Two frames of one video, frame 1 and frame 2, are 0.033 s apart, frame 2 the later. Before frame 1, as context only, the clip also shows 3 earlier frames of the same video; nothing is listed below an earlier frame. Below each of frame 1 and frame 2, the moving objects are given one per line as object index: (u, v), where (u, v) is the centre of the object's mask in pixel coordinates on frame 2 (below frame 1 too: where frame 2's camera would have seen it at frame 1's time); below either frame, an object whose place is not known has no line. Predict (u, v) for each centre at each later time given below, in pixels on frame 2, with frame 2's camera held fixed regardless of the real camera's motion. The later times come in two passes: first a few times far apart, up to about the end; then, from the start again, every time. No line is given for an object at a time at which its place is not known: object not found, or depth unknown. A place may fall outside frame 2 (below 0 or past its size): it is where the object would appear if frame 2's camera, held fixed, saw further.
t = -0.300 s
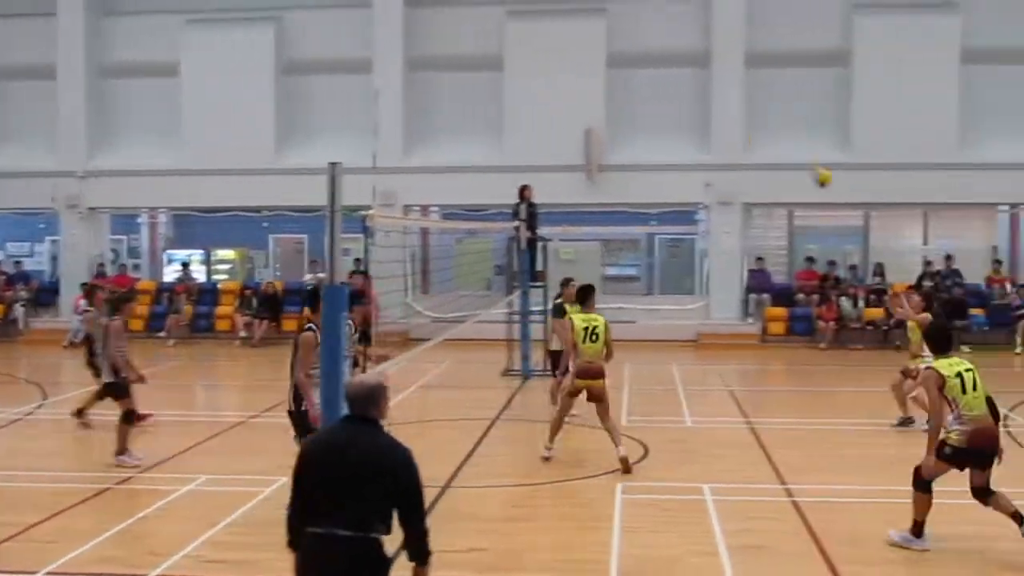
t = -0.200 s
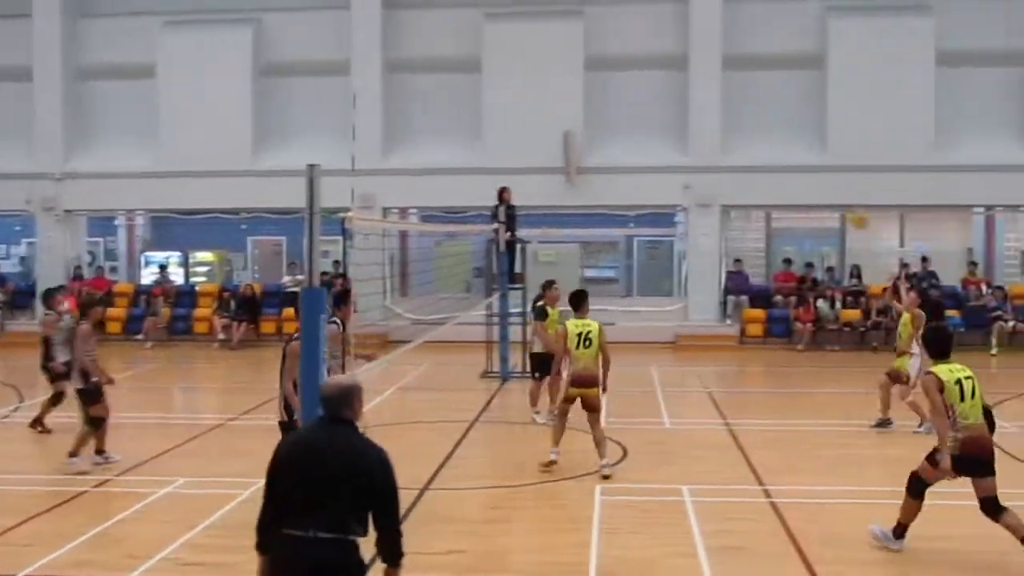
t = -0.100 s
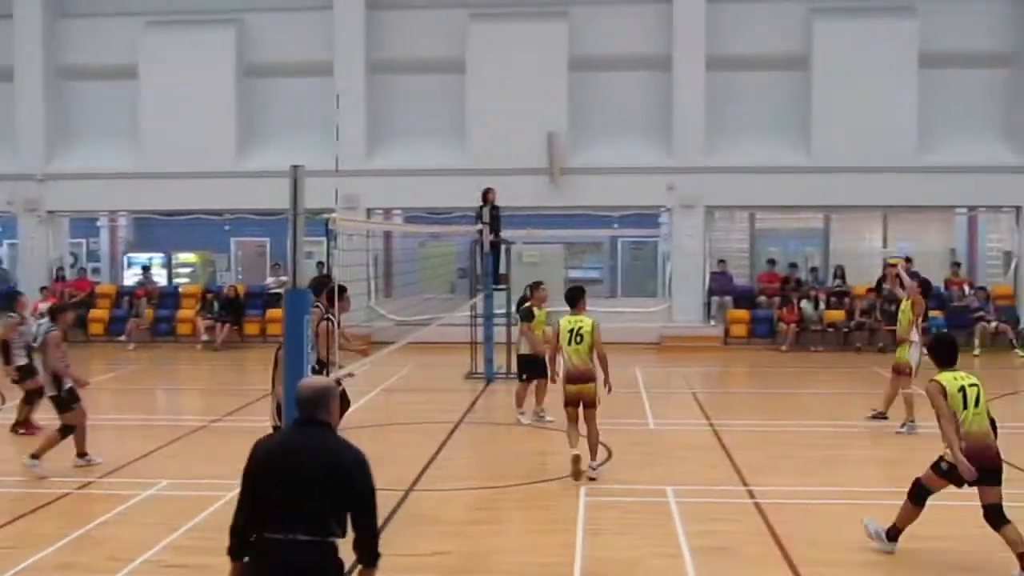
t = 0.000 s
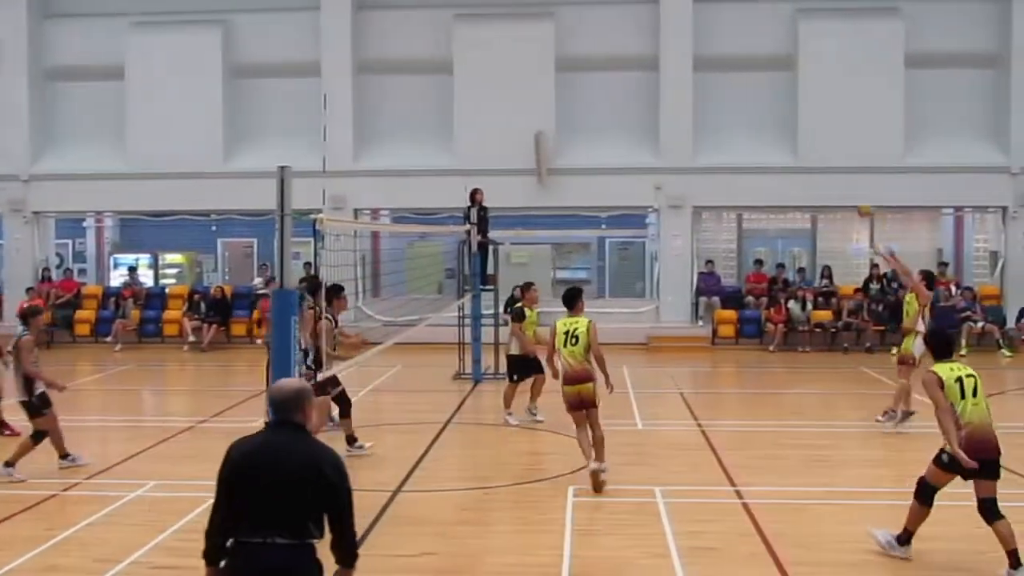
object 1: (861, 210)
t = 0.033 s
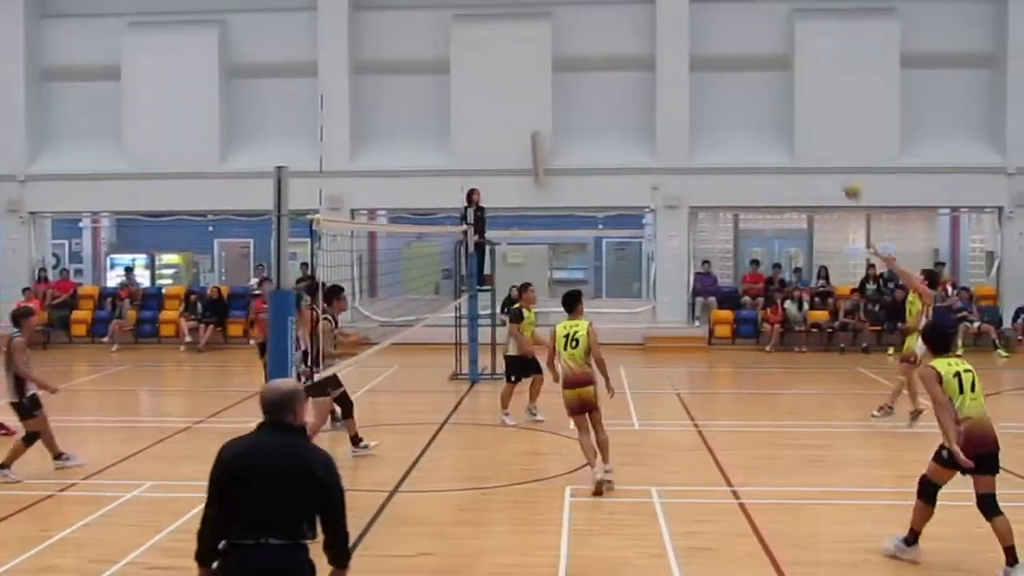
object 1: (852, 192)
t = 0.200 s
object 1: (807, 117)
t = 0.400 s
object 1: (753, 60)
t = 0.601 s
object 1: (706, 39)
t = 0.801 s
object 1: (661, 51)
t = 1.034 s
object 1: (612, 111)
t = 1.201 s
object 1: (577, 178)
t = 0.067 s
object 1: (843, 174)
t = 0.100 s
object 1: (833, 159)
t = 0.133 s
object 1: (824, 144)
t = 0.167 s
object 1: (816, 130)
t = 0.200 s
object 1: (807, 117)
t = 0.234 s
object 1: (798, 104)
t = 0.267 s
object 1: (789, 93)
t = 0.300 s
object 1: (780, 83)
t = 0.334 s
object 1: (772, 75)
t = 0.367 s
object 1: (763, 67)
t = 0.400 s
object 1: (753, 60)
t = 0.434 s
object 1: (745, 55)
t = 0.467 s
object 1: (738, 49)
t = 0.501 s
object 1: (730, 46)
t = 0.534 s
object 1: (722, 42)
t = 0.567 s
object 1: (714, 40)
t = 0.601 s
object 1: (706, 39)
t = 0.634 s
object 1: (699, 39)
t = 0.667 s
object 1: (691, 39)
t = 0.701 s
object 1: (685, 41)
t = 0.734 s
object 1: (677, 44)
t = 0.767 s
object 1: (670, 46)
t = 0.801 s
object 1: (661, 51)
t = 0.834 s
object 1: (654, 57)
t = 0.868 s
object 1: (647, 63)
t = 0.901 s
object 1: (640, 70)
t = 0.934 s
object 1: (632, 80)
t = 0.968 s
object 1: (625, 89)
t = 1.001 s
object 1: (619, 100)
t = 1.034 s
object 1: (612, 111)
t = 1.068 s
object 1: (605, 123)
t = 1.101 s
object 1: (598, 135)
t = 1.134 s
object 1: (591, 147)
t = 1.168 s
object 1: (585, 163)
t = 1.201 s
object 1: (577, 178)
